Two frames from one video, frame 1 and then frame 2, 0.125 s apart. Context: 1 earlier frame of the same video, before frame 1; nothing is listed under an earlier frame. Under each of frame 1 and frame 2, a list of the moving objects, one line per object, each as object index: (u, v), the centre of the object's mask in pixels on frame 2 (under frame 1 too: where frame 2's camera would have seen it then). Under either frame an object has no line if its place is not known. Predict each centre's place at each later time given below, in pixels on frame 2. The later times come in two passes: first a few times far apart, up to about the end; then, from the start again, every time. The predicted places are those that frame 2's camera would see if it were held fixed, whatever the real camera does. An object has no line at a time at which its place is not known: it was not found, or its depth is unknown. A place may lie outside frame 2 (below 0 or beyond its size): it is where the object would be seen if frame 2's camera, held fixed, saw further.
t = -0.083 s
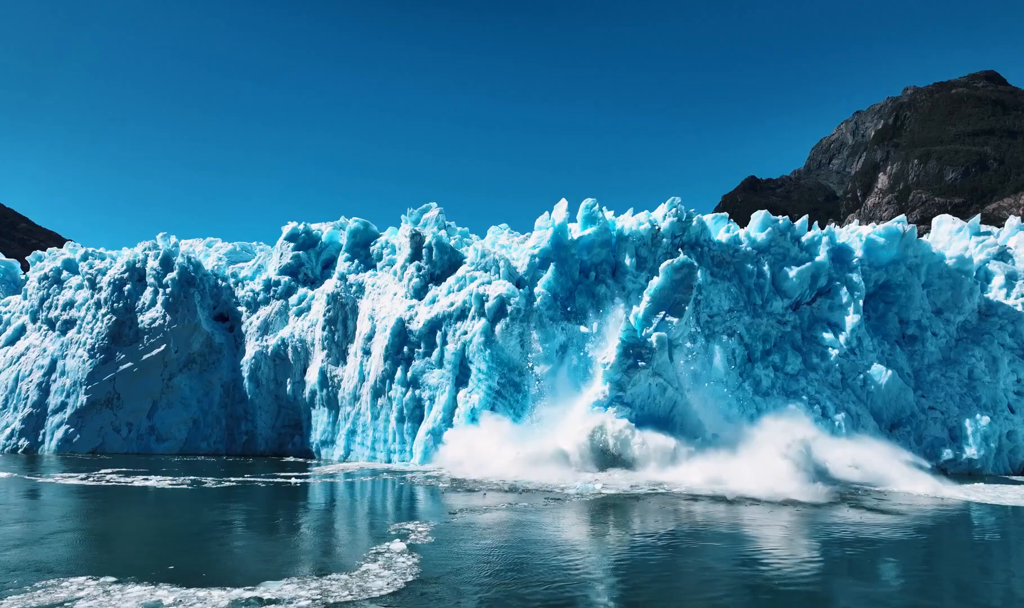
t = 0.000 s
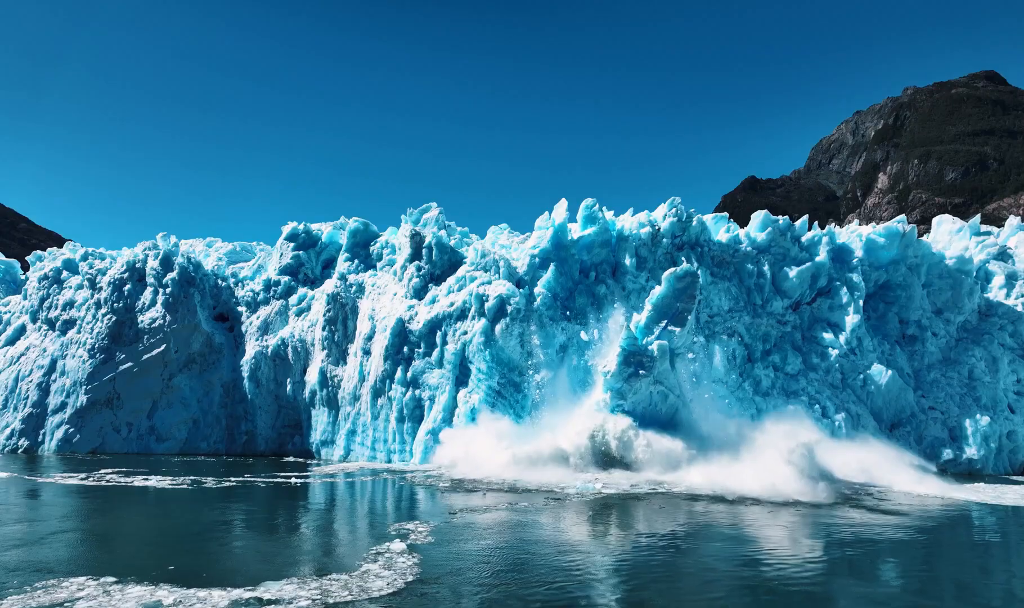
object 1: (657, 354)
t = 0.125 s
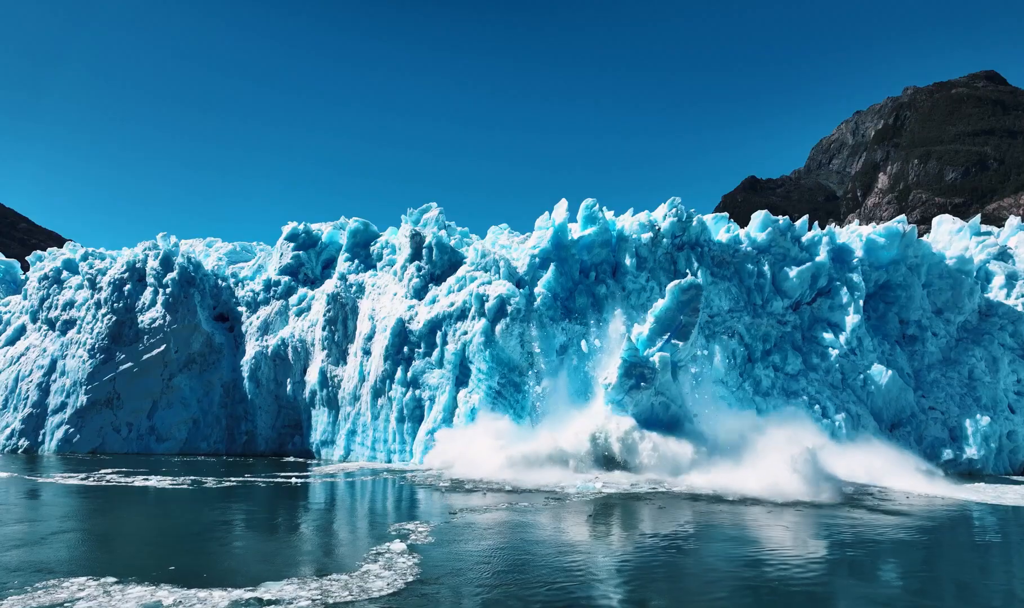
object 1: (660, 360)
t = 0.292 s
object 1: (664, 368)
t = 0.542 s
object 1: (673, 382)
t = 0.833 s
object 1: (698, 397)
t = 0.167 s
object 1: (661, 361)
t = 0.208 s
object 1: (662, 364)
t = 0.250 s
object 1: (663, 366)
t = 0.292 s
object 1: (664, 368)
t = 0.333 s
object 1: (666, 370)
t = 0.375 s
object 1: (667, 373)
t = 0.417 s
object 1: (668, 376)
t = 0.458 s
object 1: (670, 378)
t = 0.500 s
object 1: (671, 380)
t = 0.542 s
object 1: (673, 382)
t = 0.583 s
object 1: (675, 385)
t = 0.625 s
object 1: (678, 388)
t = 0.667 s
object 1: (681, 390)
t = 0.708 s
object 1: (683, 391)
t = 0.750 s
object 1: (694, 391)
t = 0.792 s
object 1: (697, 394)
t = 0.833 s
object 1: (698, 397)
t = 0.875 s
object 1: (701, 399)
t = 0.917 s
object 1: (702, 402)
